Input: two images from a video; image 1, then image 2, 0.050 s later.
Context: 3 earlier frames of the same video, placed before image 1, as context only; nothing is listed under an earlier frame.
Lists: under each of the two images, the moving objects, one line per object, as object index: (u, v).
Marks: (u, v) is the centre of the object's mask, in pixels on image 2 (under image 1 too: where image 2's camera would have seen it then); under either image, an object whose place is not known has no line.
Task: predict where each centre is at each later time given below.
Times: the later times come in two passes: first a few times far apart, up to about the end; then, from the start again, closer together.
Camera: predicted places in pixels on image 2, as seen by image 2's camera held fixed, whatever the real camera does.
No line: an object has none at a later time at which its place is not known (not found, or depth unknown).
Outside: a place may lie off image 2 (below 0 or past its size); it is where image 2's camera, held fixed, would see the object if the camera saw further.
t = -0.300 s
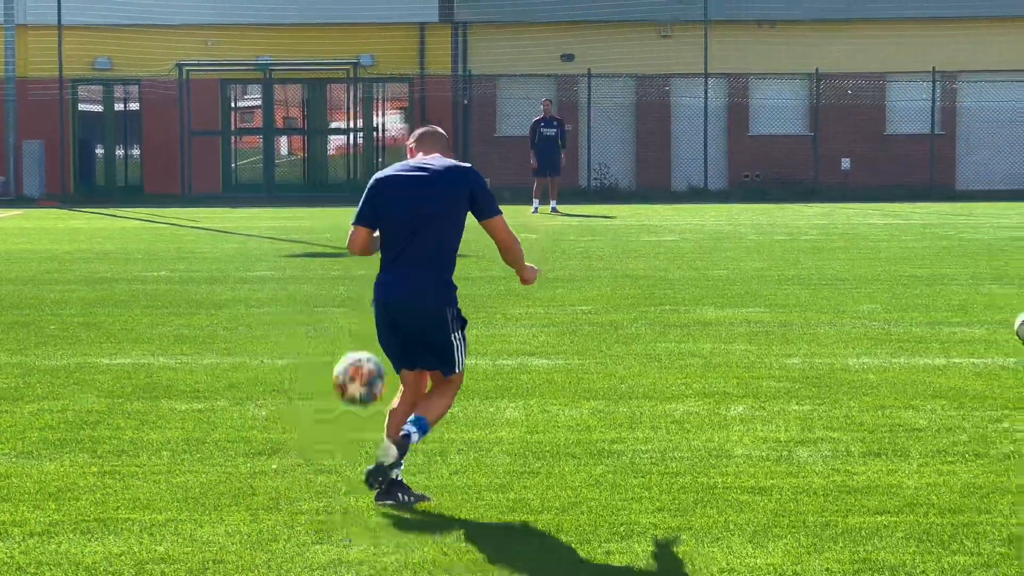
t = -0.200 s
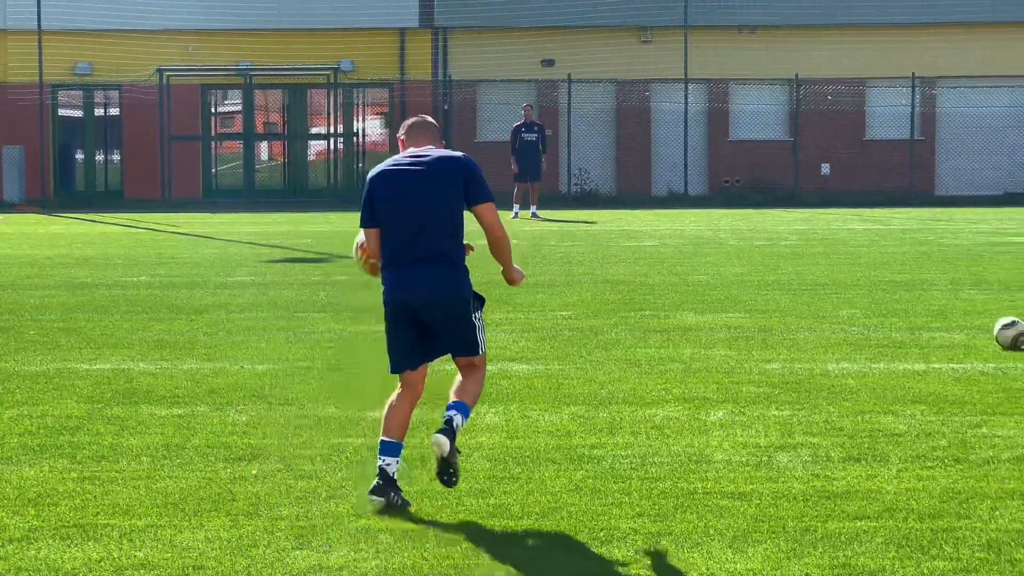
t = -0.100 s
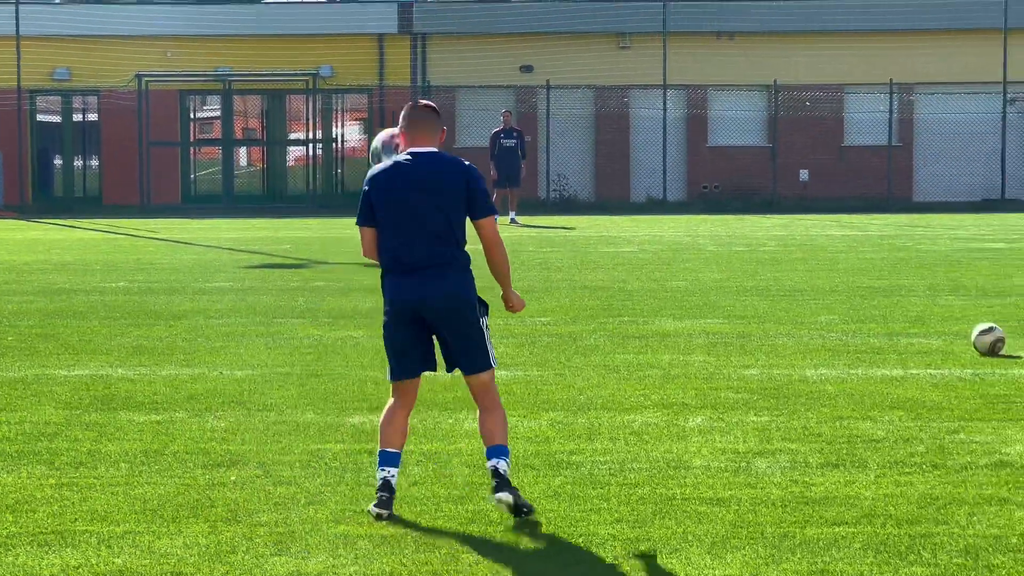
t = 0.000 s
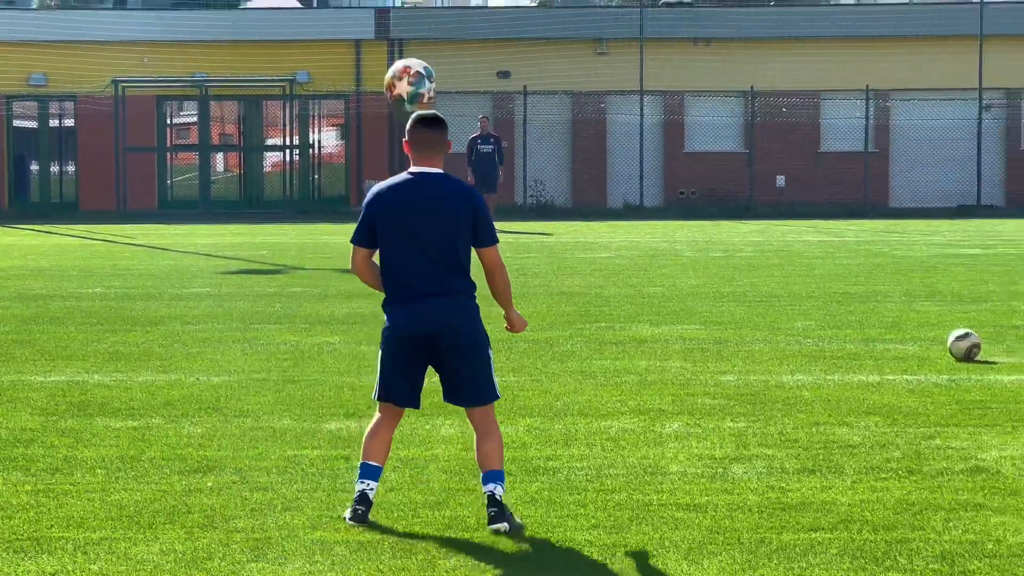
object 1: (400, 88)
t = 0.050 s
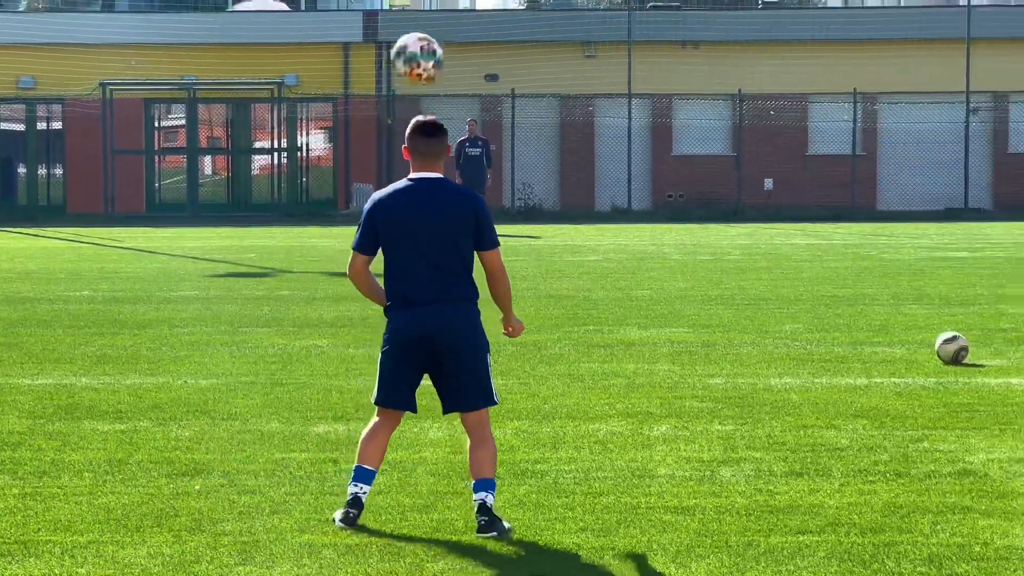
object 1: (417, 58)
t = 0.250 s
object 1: (488, 7)
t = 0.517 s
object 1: (580, 75)
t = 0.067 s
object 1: (423, 50)
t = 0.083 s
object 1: (429, 42)
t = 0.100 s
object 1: (435, 36)
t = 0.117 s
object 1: (441, 31)
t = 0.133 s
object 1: (447, 25)
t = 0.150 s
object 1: (453, 20)
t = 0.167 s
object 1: (459, 17)
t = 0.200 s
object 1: (471, 12)
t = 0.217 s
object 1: (477, 10)
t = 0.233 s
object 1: (482, 8)
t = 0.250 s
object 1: (488, 7)
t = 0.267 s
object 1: (492, 7)
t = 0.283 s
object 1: (500, 6)
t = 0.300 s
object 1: (507, 7)
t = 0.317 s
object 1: (513, 7)
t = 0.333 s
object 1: (518, 10)
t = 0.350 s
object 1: (523, 13)
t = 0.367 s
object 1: (529, 18)
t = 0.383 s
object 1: (533, 21)
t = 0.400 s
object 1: (539, 26)
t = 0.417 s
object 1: (545, 31)
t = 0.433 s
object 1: (551, 37)
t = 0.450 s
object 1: (558, 44)
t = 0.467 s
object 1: (563, 51)
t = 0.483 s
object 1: (569, 59)
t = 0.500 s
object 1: (574, 67)
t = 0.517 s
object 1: (580, 75)
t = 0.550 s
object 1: (591, 94)
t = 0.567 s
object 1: (597, 105)
